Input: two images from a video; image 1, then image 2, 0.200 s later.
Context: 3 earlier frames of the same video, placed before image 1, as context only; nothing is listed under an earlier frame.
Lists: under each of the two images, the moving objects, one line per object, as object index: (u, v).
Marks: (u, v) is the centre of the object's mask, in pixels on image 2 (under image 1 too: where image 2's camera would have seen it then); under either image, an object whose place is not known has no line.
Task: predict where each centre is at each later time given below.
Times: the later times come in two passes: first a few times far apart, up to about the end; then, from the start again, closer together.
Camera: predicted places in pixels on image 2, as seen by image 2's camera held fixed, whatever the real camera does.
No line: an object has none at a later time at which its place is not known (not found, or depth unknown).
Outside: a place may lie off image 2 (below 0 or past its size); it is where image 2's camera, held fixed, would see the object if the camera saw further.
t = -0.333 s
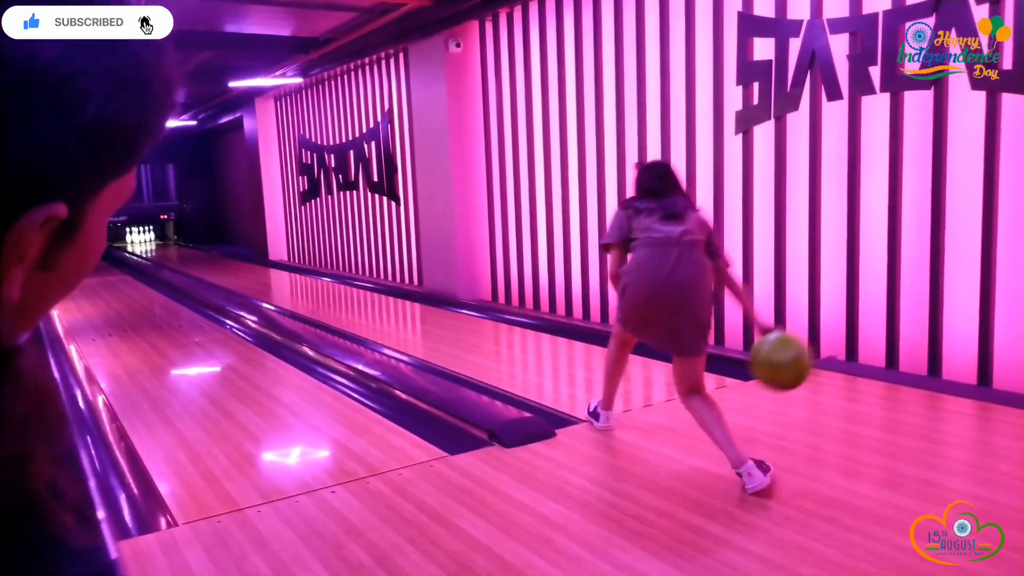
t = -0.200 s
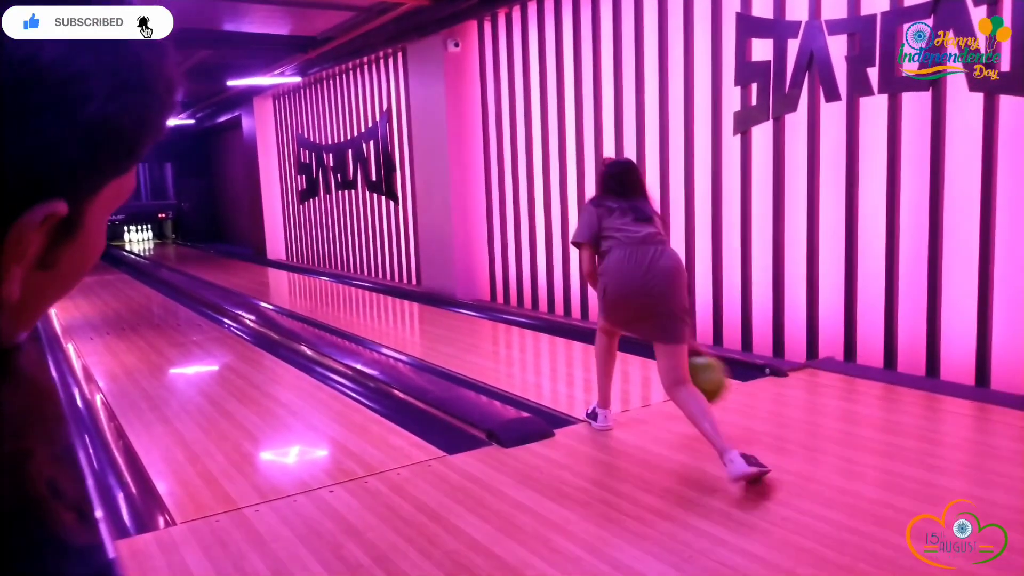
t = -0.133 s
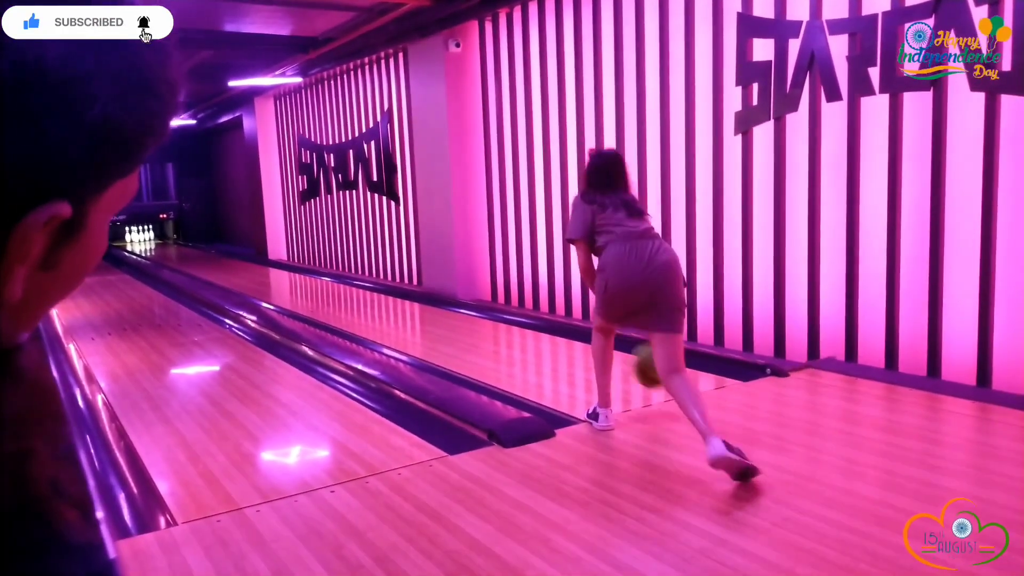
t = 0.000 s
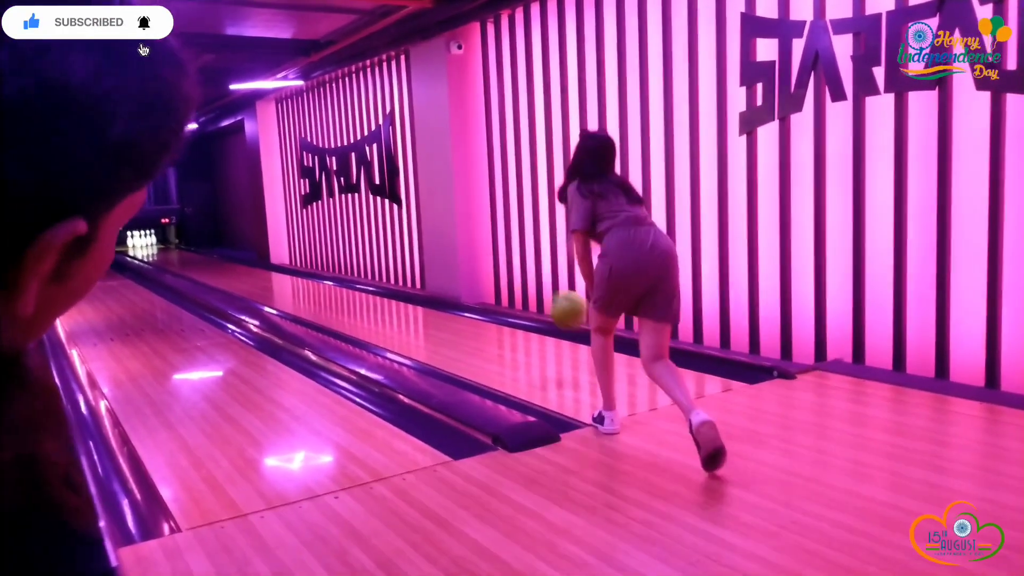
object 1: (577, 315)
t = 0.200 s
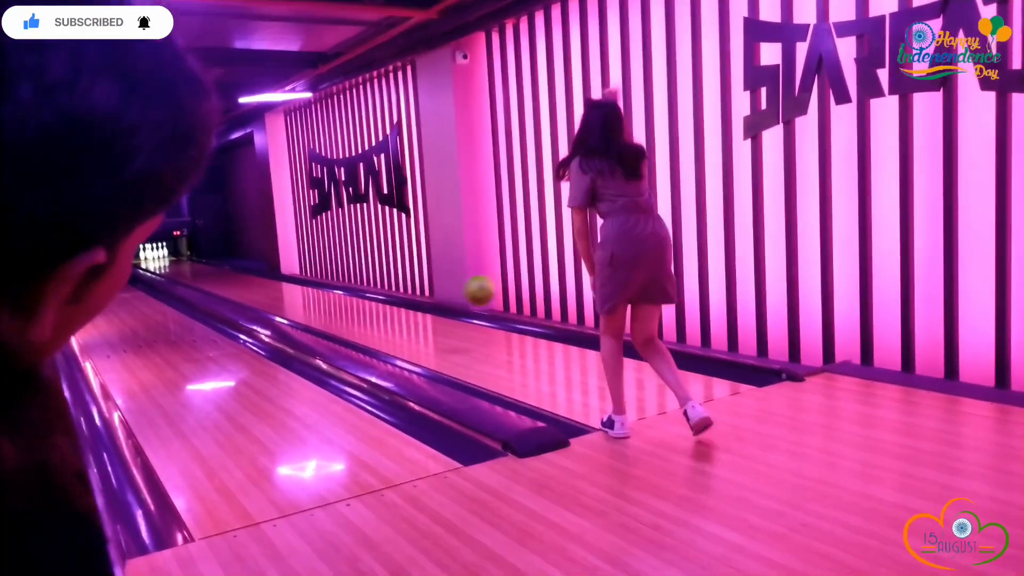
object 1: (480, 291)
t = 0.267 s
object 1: (456, 295)
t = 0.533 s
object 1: (383, 306)
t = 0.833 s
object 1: (328, 296)
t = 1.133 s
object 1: (288, 285)
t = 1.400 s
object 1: (263, 278)
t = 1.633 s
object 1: (245, 274)
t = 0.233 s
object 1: (468, 292)
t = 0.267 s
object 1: (456, 295)
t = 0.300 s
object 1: (444, 300)
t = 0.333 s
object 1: (435, 305)
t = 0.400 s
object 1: (416, 319)
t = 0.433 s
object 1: (407, 314)
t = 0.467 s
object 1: (398, 310)
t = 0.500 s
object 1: (391, 308)
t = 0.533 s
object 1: (383, 306)
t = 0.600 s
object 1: (370, 307)
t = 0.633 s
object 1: (363, 305)
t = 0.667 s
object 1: (356, 303)
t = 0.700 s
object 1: (350, 302)
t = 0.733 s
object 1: (344, 300)
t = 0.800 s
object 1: (333, 297)
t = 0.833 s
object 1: (328, 296)
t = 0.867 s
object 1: (323, 294)
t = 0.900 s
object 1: (318, 293)
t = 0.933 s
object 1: (313, 291)
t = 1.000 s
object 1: (305, 288)
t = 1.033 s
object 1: (300, 287)
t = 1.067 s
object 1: (297, 286)
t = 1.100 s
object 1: (293, 285)
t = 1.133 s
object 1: (288, 285)
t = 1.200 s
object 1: (281, 283)
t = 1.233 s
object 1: (278, 282)
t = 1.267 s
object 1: (275, 281)
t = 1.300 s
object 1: (272, 281)
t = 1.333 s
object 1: (269, 280)
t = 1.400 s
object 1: (263, 278)
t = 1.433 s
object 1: (260, 277)
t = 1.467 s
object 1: (257, 276)
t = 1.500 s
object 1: (255, 276)
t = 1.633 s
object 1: (245, 274)
